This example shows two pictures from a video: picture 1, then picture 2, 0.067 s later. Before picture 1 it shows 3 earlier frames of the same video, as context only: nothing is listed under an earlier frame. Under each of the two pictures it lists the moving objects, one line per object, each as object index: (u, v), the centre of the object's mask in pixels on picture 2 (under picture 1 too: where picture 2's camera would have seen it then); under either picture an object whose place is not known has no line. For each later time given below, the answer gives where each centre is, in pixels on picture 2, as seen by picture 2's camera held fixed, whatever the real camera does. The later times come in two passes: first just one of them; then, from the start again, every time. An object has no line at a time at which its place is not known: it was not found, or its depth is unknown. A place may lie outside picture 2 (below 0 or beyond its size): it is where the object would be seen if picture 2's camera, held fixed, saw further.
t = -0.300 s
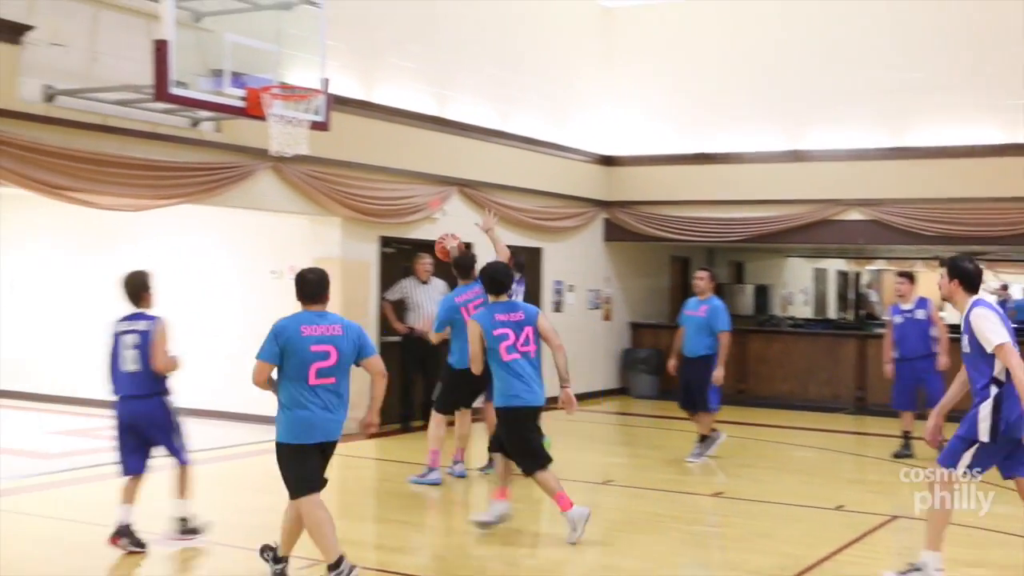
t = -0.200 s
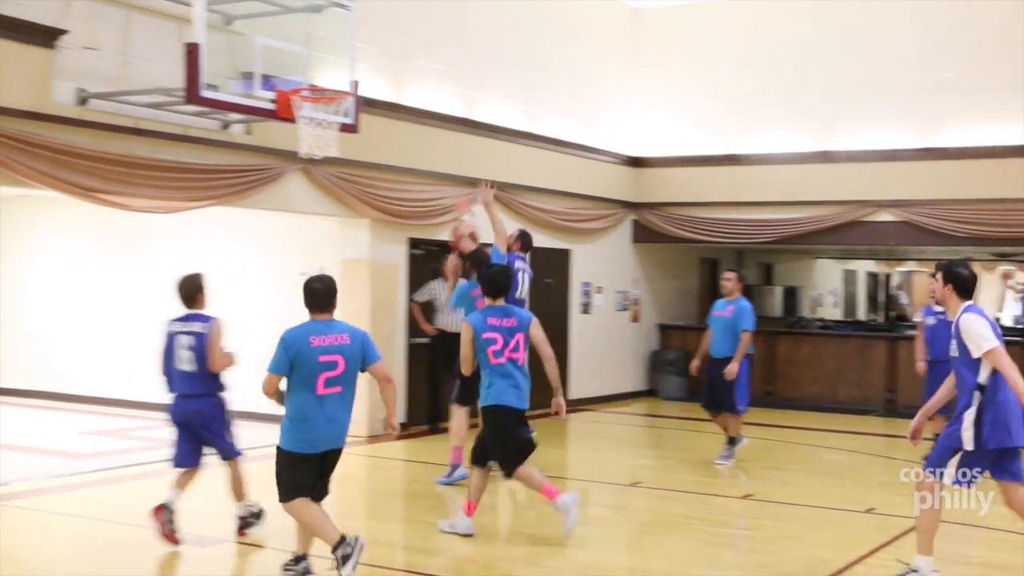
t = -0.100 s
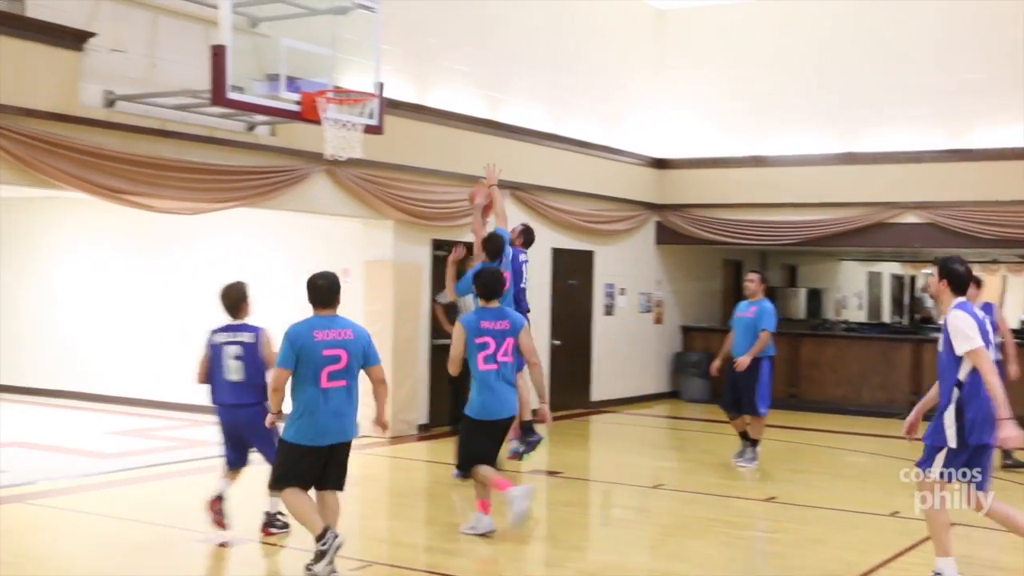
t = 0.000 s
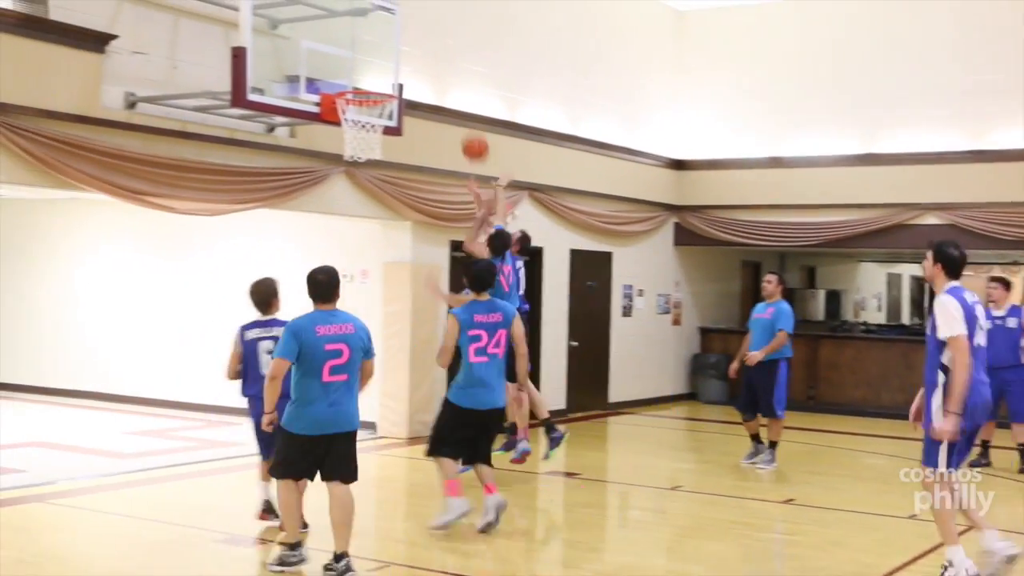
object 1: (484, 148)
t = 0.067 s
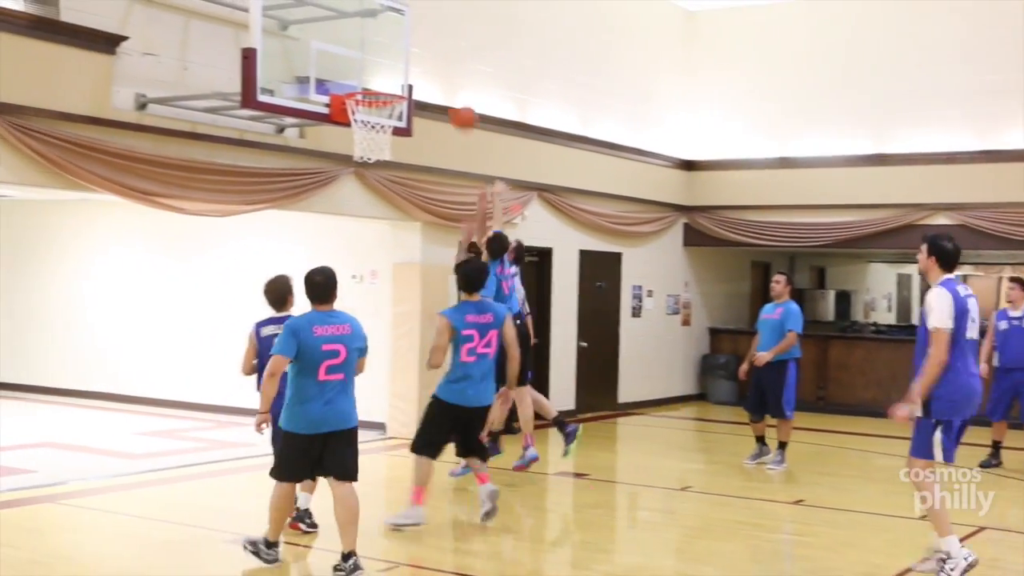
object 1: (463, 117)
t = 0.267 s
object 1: (394, 45)
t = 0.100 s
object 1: (452, 102)
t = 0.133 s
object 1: (441, 87)
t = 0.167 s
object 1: (429, 74)
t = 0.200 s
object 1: (417, 63)
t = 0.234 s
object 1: (406, 54)
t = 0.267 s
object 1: (394, 45)
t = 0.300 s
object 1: (382, 37)
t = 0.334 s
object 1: (369, 30)
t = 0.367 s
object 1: (357, 25)
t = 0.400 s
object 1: (352, 23)
